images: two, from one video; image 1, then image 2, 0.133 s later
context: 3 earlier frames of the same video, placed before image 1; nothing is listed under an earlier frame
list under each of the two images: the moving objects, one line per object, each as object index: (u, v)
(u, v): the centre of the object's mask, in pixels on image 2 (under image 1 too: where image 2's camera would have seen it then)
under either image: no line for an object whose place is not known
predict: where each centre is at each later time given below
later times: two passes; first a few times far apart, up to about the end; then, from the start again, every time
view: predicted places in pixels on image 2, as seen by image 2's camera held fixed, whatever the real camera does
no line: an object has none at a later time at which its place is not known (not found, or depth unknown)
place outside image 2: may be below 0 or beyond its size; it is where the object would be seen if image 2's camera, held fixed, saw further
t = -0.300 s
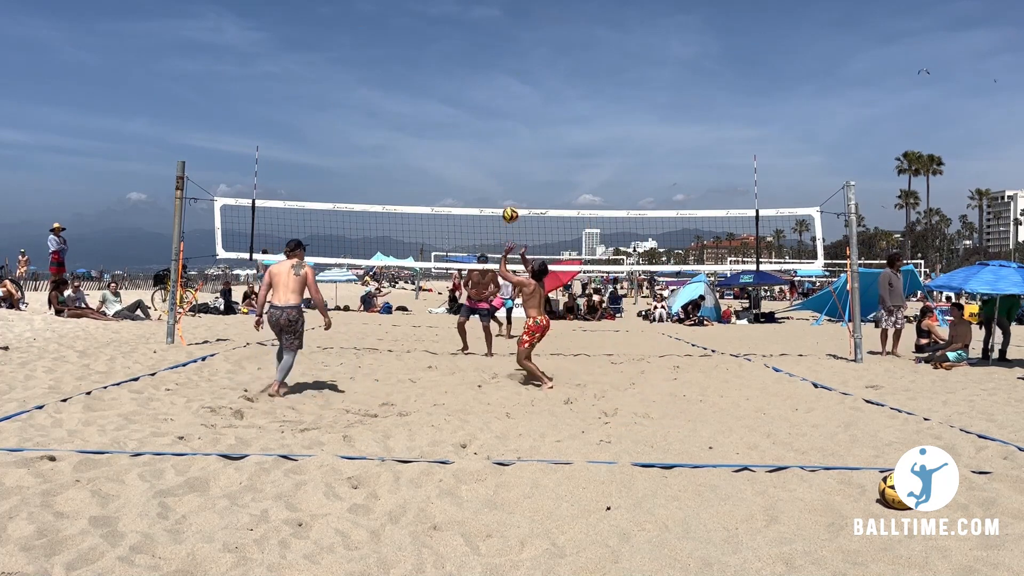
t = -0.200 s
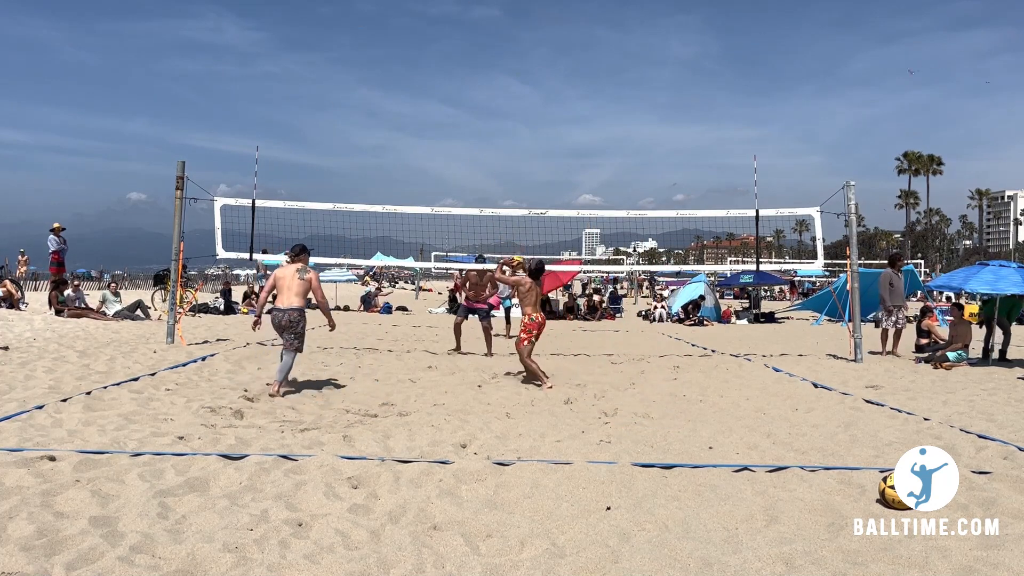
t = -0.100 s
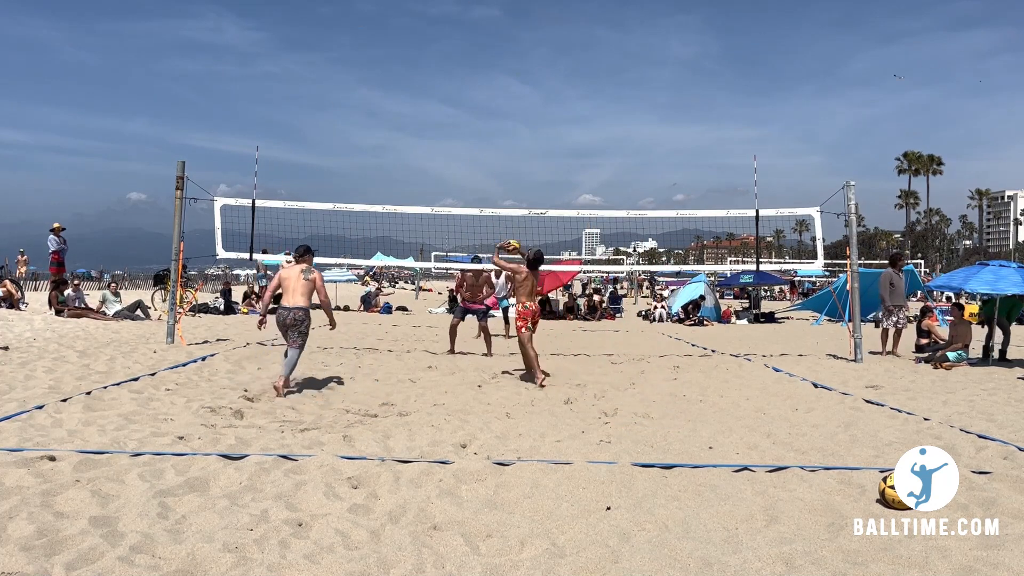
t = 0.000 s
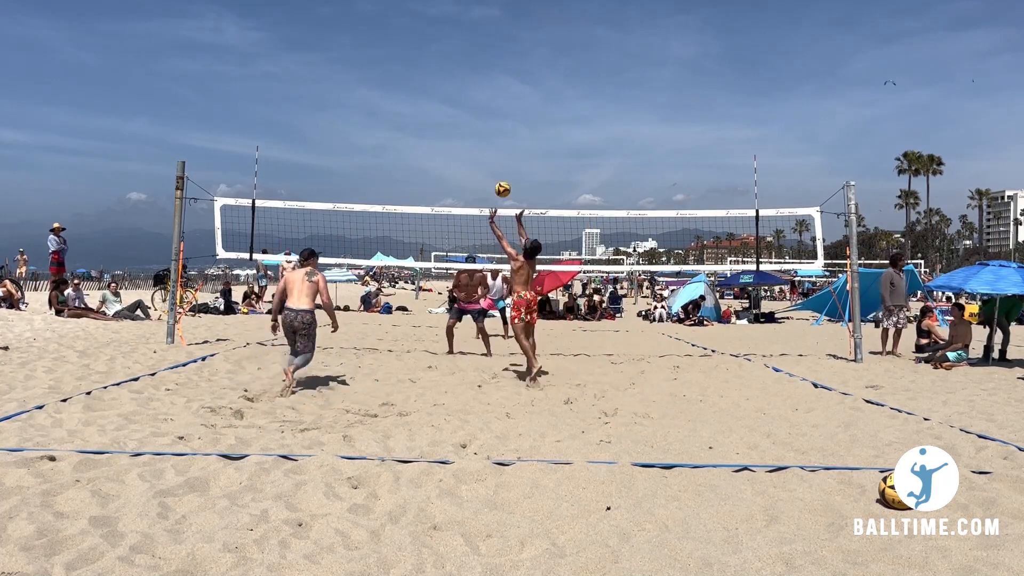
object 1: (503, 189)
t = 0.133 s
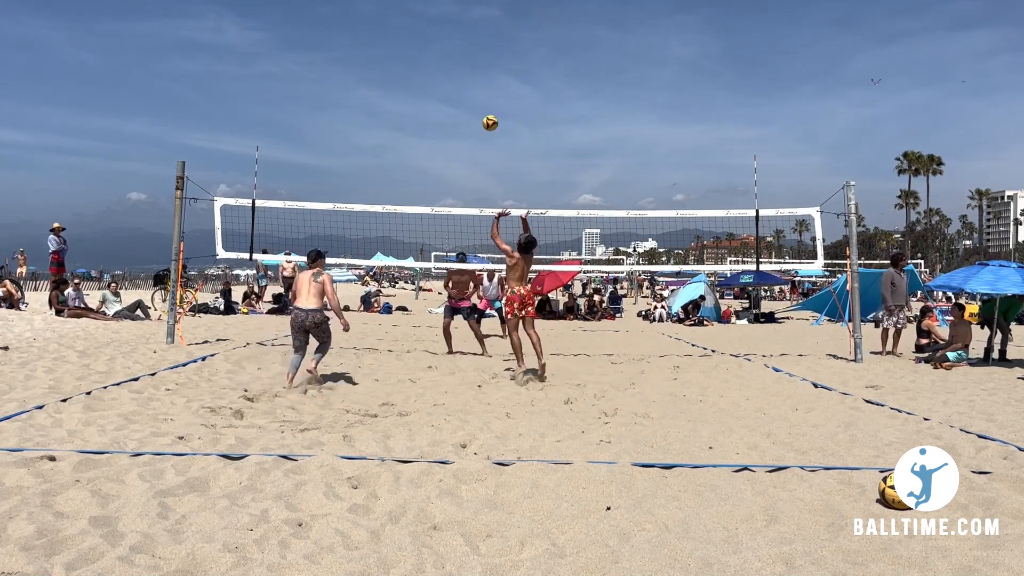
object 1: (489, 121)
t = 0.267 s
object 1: (478, 71)
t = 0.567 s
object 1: (460, 10)
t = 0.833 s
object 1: (447, 13)
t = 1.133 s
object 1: (434, 69)
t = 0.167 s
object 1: (486, 107)
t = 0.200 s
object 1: (484, 94)
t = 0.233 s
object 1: (481, 82)
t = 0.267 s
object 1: (478, 71)
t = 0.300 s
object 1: (476, 60)
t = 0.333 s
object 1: (474, 51)
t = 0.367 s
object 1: (472, 43)
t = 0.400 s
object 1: (470, 35)
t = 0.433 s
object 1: (468, 28)
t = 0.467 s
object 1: (466, 23)
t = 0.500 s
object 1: (464, 18)
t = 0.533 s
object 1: (462, 14)
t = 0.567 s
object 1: (460, 10)
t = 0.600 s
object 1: (458, 8)
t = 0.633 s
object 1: (457, 7)
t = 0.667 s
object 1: (455, 6)
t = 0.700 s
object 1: (453, 6)
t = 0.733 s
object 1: (452, 7)
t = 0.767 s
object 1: (450, 8)
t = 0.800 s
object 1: (448, 10)
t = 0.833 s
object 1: (447, 13)
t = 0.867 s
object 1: (445, 17)
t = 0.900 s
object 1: (444, 21)
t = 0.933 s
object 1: (442, 26)
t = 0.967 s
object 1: (440, 31)
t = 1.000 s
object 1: (439, 38)
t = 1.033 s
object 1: (437, 45)
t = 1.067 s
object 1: (436, 52)
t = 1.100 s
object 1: (435, 61)
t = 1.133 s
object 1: (434, 69)
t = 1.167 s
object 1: (432, 79)
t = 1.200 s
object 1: (431, 89)
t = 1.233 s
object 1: (430, 100)
